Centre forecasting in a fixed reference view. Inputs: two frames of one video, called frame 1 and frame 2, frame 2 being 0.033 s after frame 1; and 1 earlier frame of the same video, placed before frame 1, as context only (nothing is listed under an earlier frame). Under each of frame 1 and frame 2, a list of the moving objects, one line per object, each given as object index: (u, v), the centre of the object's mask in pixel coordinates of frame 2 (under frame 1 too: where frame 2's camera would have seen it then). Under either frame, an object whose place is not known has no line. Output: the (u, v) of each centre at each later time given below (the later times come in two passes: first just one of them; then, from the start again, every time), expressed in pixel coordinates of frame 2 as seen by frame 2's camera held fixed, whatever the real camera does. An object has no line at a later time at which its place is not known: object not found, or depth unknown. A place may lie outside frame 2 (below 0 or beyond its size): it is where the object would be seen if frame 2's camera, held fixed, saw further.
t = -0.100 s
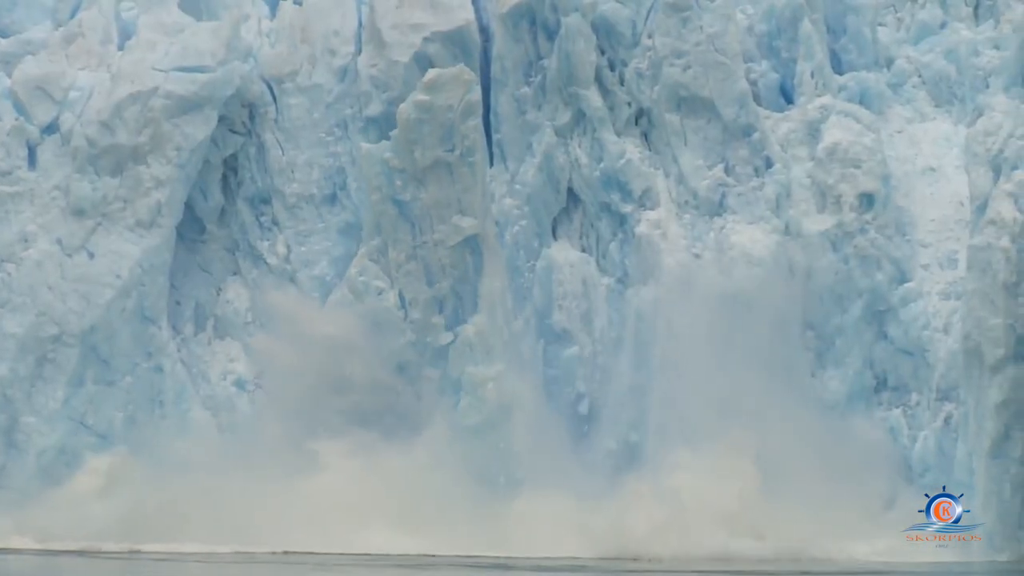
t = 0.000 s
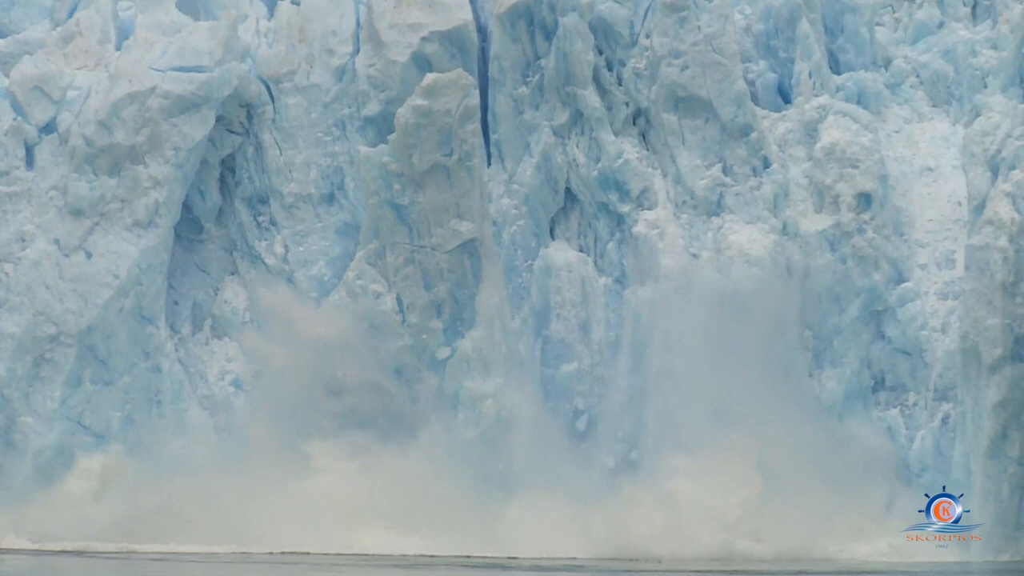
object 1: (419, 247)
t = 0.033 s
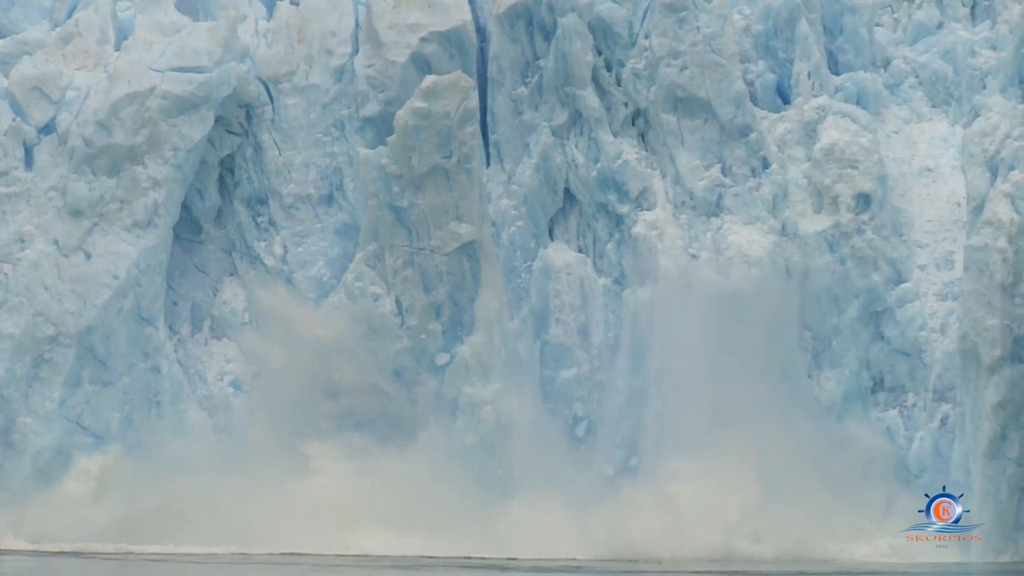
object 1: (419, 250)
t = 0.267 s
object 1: (419, 265)
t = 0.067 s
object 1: (420, 250)
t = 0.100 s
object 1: (419, 253)
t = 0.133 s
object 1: (419, 256)
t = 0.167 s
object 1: (419, 258)
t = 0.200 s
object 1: (419, 261)
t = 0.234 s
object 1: (419, 264)
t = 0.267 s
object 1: (419, 265)
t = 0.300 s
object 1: (419, 267)
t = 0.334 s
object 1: (418, 272)
